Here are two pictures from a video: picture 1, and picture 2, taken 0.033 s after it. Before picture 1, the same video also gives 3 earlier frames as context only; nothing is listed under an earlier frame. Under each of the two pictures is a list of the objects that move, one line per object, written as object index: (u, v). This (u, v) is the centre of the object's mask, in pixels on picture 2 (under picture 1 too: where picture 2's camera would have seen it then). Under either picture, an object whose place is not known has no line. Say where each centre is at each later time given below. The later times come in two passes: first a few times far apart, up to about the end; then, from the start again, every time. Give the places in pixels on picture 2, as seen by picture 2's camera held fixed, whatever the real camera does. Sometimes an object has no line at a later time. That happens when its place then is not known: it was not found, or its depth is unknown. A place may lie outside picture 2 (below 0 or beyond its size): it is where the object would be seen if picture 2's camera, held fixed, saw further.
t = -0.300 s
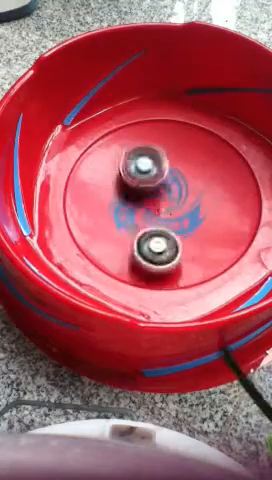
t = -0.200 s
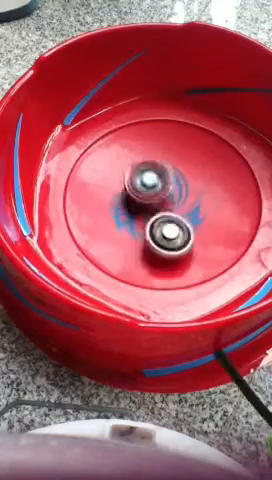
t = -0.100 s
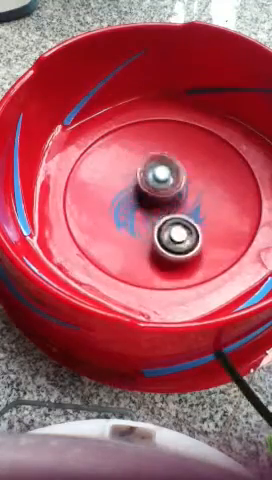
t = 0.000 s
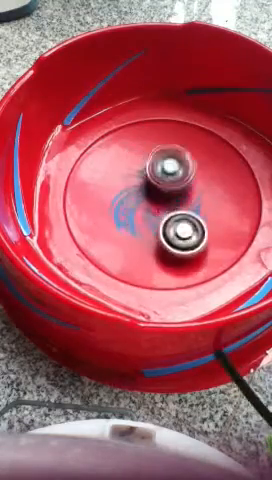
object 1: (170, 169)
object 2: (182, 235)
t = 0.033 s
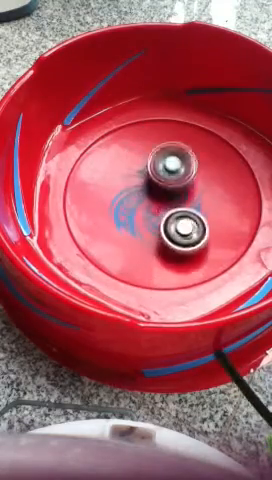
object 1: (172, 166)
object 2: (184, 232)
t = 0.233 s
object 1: (172, 163)
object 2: (188, 210)
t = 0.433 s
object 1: (161, 160)
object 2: (192, 213)
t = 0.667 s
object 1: (163, 176)
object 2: (203, 221)
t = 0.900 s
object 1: (172, 184)
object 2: (205, 226)
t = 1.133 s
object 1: (175, 178)
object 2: (190, 228)
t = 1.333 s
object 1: (173, 171)
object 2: (168, 234)
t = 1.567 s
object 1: (161, 141)
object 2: (149, 250)
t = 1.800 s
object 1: (153, 165)
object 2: (163, 227)
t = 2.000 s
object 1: (164, 180)
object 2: (176, 233)
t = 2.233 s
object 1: (177, 186)
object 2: (192, 245)
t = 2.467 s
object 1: (183, 188)
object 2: (192, 238)
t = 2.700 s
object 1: (190, 164)
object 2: (166, 238)
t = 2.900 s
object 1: (179, 157)
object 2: (159, 210)
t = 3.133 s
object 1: (186, 152)
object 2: (113, 196)
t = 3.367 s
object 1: (178, 172)
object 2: (117, 215)
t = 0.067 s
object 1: (173, 164)
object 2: (184, 228)
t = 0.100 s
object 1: (173, 163)
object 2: (185, 225)
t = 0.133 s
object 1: (173, 162)
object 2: (186, 221)
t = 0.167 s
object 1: (173, 162)
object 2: (187, 217)
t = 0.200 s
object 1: (173, 162)
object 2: (187, 214)
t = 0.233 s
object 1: (172, 163)
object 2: (188, 210)
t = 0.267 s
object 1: (172, 159)
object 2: (190, 213)
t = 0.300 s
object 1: (170, 155)
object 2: (190, 216)
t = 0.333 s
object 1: (168, 154)
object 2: (191, 216)
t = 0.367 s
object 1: (165, 155)
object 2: (191, 216)
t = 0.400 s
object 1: (163, 157)
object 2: (192, 215)
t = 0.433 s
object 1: (161, 160)
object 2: (192, 213)
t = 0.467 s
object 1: (160, 165)
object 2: (193, 211)
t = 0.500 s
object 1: (162, 170)
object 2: (193, 209)
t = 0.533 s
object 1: (161, 171)
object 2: (196, 211)
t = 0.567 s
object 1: (161, 173)
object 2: (197, 214)
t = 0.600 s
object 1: (162, 176)
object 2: (198, 214)
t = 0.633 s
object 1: (164, 178)
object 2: (198, 214)
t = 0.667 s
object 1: (163, 176)
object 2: (203, 221)
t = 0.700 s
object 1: (163, 176)
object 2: (206, 223)
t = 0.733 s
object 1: (163, 177)
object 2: (207, 226)
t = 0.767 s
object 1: (164, 178)
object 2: (206, 227)
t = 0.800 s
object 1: (166, 179)
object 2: (206, 227)
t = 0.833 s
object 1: (167, 181)
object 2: (206, 226)
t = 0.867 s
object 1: (170, 183)
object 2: (206, 226)
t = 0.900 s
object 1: (172, 184)
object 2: (205, 226)
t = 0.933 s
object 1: (175, 185)
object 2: (203, 226)
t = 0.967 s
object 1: (176, 184)
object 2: (202, 228)
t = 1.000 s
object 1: (177, 182)
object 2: (201, 230)
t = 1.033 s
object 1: (177, 180)
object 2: (199, 230)
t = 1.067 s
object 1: (177, 179)
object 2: (195, 230)
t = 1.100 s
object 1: (176, 178)
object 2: (193, 229)
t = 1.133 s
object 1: (175, 178)
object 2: (190, 228)
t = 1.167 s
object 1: (173, 179)
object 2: (187, 227)
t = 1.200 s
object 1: (172, 179)
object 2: (184, 226)
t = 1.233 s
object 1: (171, 178)
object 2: (180, 227)
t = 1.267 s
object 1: (170, 178)
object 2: (177, 227)
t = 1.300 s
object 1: (170, 179)
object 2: (175, 226)
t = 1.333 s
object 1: (173, 171)
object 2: (168, 234)
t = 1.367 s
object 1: (174, 158)
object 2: (164, 244)
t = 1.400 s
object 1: (174, 152)
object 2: (158, 250)
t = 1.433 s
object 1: (172, 149)
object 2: (153, 255)
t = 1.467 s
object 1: (170, 146)
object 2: (151, 256)
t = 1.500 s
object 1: (168, 144)
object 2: (149, 255)
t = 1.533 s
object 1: (165, 142)
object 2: (148, 254)
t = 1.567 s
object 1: (161, 141)
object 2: (149, 250)
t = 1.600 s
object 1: (158, 141)
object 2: (151, 246)
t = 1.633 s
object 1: (155, 144)
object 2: (153, 242)
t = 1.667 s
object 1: (153, 147)
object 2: (154, 240)
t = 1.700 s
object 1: (152, 151)
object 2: (157, 236)
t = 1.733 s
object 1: (152, 156)
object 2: (159, 232)
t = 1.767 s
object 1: (151, 161)
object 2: (161, 229)
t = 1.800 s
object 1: (153, 165)
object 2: (163, 227)
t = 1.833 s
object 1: (154, 170)
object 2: (165, 224)
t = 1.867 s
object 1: (154, 175)
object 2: (167, 221)
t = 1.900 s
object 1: (157, 174)
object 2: (168, 228)
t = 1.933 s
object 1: (160, 174)
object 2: (171, 232)
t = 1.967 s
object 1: (162, 177)
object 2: (173, 233)
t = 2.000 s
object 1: (164, 180)
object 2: (176, 233)
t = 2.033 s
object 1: (165, 184)
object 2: (178, 234)
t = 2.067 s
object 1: (167, 185)
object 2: (179, 233)
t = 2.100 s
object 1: (169, 187)
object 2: (182, 235)
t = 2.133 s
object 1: (171, 188)
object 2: (184, 237)
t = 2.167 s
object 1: (174, 187)
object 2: (187, 242)
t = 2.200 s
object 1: (176, 187)
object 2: (190, 243)
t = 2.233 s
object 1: (177, 186)
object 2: (192, 245)
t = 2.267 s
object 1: (179, 186)
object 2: (192, 245)
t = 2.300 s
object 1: (180, 186)
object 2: (192, 244)
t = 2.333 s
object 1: (181, 186)
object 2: (192, 243)
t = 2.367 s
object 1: (182, 186)
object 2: (193, 241)
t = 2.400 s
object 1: (182, 186)
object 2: (193, 240)
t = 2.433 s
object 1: (183, 186)
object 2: (192, 239)
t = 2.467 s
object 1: (183, 188)
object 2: (192, 238)
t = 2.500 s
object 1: (183, 188)
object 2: (191, 236)
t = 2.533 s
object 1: (183, 188)
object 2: (189, 235)
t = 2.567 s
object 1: (188, 181)
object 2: (183, 241)
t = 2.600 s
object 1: (190, 174)
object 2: (176, 244)
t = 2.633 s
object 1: (191, 171)
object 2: (171, 243)
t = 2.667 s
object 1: (191, 168)
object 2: (168, 242)
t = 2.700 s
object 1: (190, 164)
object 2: (166, 238)
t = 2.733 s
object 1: (190, 161)
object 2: (165, 234)
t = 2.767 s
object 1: (189, 159)
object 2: (163, 231)
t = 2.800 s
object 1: (186, 157)
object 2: (161, 225)
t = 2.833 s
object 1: (184, 155)
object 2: (161, 220)
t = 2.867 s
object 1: (182, 156)
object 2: (159, 216)
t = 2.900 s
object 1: (179, 157)
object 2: (159, 210)
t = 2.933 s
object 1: (177, 159)
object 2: (159, 205)
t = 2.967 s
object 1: (183, 155)
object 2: (151, 205)
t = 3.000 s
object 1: (187, 153)
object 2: (143, 204)
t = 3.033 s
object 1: (188, 152)
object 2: (135, 200)
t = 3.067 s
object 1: (187, 152)
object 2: (125, 196)
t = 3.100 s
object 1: (187, 151)
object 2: (118, 195)
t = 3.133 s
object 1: (186, 152)
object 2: (113, 196)
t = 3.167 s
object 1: (186, 155)
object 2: (110, 201)
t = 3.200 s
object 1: (185, 157)
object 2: (108, 202)
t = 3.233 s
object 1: (184, 160)
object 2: (108, 204)
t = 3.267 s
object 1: (183, 164)
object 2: (109, 207)
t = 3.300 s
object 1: (182, 167)
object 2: (111, 211)
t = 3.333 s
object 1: (180, 170)
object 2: (113, 213)
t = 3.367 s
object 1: (178, 172)
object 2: (117, 215)
